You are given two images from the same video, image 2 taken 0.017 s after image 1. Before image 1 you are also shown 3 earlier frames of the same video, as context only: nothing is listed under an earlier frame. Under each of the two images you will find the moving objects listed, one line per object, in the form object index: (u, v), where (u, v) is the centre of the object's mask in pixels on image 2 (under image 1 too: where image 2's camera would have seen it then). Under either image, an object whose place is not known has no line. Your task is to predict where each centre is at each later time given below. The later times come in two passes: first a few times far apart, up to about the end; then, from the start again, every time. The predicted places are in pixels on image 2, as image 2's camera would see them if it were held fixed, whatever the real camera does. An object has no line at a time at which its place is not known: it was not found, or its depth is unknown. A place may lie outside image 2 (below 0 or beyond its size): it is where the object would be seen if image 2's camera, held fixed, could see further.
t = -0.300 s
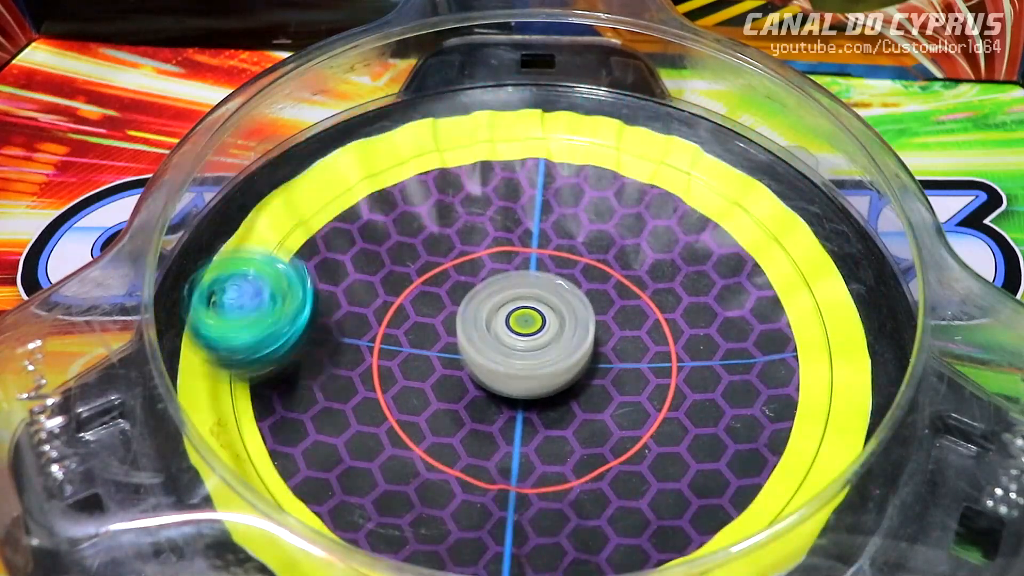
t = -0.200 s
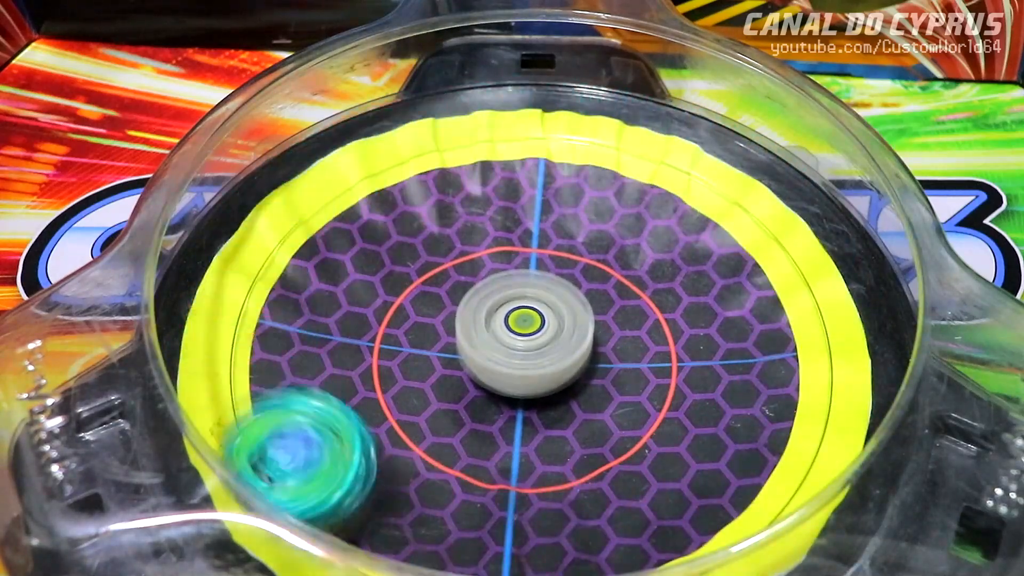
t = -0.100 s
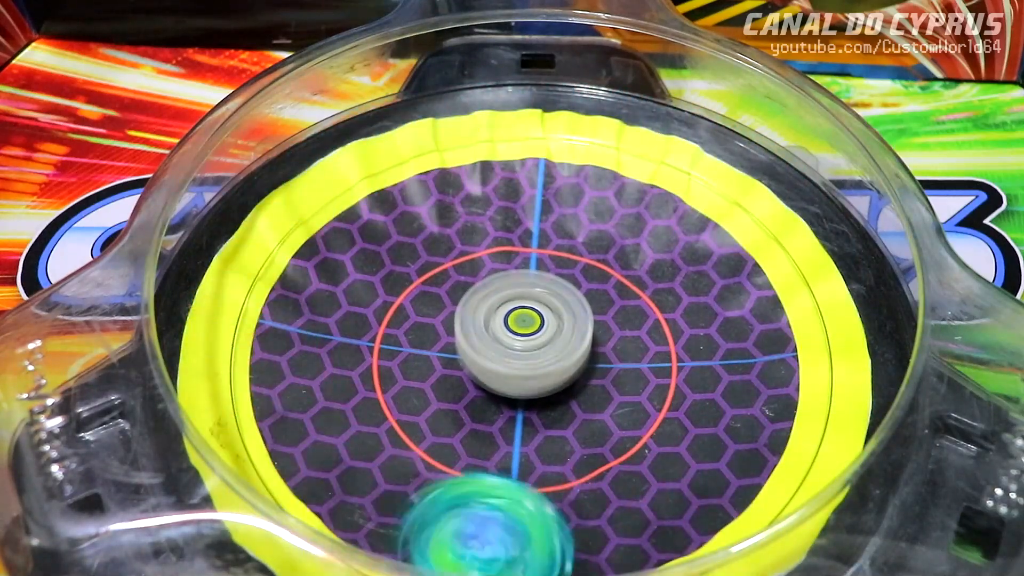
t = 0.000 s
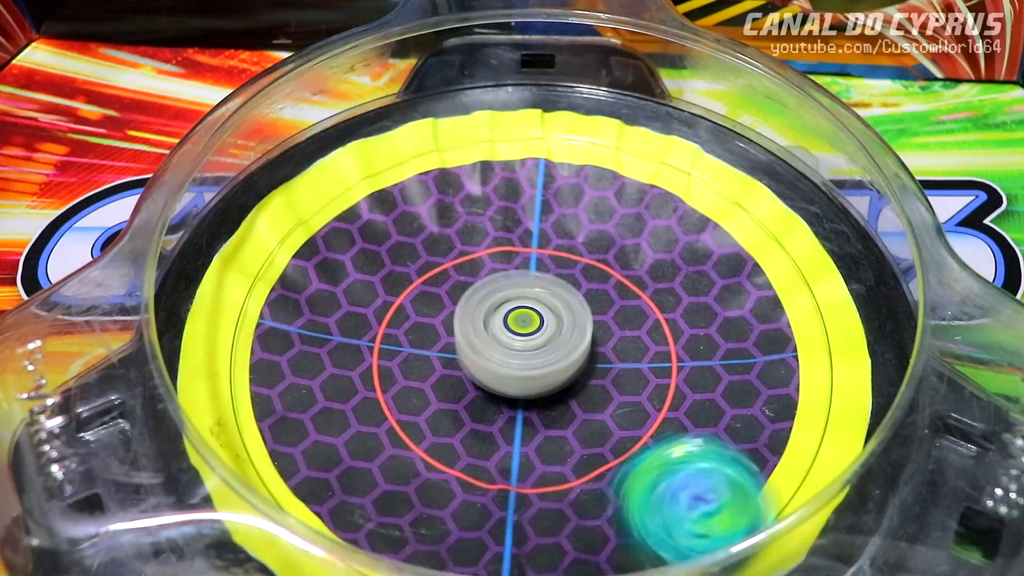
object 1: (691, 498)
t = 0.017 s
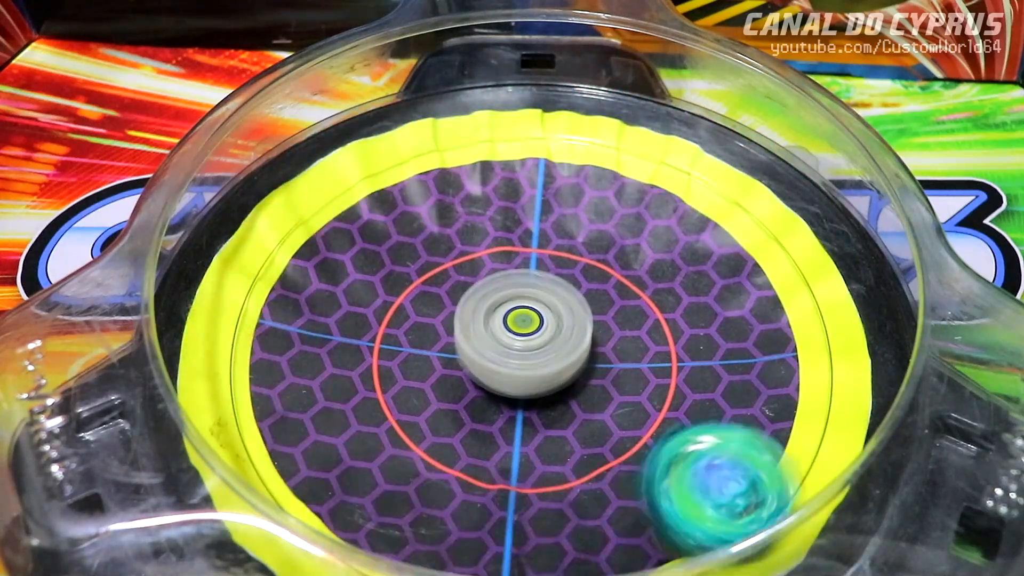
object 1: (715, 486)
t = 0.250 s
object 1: (730, 203)
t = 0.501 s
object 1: (386, 149)
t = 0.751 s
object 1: (310, 449)
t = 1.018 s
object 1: (775, 436)
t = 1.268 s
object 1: (677, 162)
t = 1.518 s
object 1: (334, 201)
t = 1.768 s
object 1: (390, 503)
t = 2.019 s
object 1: (778, 393)
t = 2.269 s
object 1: (607, 152)
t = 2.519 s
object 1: (297, 243)
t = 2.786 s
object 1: (520, 517)
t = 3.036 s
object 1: (776, 306)
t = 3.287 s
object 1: (518, 153)
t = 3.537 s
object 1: (292, 353)
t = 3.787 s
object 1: (618, 505)
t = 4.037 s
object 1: (717, 251)
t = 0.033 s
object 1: (737, 468)
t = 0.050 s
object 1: (757, 451)
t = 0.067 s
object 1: (774, 430)
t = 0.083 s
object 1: (782, 408)
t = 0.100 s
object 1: (791, 384)
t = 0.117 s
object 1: (795, 364)
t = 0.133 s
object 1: (797, 341)
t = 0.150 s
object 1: (794, 318)
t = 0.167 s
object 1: (790, 296)
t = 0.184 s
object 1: (782, 275)
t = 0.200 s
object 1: (773, 256)
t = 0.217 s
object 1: (759, 235)
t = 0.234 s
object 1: (745, 219)
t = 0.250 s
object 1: (730, 203)
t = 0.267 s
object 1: (711, 187)
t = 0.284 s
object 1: (693, 173)
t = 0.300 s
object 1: (673, 160)
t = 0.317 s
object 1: (651, 150)
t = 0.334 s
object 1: (628, 141)
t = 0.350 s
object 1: (606, 135)
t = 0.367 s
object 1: (582, 129)
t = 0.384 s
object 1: (557, 125)
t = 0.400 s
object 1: (533, 122)
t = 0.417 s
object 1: (509, 122)
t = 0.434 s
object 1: (483, 123)
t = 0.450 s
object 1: (457, 127)
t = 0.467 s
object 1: (434, 132)
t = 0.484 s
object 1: (410, 140)
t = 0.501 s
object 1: (386, 149)
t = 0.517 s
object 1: (365, 160)
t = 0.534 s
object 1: (346, 174)
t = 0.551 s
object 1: (327, 186)
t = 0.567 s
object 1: (309, 203)
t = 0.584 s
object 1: (295, 220)
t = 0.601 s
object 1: (280, 240)
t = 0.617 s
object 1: (269, 263)
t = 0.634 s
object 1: (262, 283)
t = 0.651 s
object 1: (257, 306)
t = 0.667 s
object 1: (253, 332)
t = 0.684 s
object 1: (257, 356)
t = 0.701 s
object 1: (265, 380)
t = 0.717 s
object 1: (275, 406)
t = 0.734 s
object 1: (289, 429)
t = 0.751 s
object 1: (310, 449)
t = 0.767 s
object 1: (332, 469)
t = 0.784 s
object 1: (357, 486)
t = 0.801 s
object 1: (385, 499)
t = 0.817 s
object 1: (418, 513)
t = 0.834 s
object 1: (451, 519)
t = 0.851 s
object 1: (482, 524)
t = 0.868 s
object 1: (518, 525)
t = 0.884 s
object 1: (558, 527)
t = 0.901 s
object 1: (593, 524)
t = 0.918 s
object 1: (623, 519)
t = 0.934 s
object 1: (657, 511)
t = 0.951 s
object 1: (687, 499)
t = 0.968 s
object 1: (710, 488)
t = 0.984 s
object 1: (733, 471)
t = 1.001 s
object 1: (756, 455)
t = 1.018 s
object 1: (775, 436)
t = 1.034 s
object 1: (786, 416)
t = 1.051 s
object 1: (796, 393)
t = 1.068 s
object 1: (804, 373)
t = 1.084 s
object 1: (808, 351)
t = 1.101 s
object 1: (805, 329)
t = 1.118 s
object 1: (804, 306)
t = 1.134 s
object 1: (799, 287)
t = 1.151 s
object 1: (791, 266)
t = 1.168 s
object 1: (778, 248)
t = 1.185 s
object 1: (766, 229)
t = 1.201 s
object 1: (752, 213)
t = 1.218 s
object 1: (735, 199)
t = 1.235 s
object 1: (716, 185)
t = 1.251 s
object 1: (699, 173)
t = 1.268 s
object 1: (677, 162)
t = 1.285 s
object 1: (656, 153)
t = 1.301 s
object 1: (632, 145)
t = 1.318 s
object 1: (610, 141)
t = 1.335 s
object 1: (585, 136)
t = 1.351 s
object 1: (561, 133)
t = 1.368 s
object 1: (535, 131)
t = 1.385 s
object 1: (512, 132)
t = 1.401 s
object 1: (487, 135)
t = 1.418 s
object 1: (460, 141)
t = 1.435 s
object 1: (438, 146)
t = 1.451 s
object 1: (415, 156)
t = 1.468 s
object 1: (394, 163)
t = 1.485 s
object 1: (372, 175)
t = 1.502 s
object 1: (354, 187)
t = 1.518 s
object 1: (334, 201)
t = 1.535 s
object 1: (315, 220)
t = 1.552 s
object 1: (301, 237)
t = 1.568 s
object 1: (289, 256)
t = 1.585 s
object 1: (278, 274)
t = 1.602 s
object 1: (269, 298)
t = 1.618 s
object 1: (266, 319)
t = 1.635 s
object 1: (264, 343)
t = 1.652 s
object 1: (265, 367)
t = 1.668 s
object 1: (271, 391)
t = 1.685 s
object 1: (284, 414)
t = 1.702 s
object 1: (297, 437)
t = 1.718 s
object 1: (315, 457)
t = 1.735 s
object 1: (336, 472)
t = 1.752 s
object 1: (365, 492)
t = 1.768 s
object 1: (390, 503)
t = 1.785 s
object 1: (418, 514)
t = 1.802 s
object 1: (447, 520)
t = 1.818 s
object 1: (484, 526)
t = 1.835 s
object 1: (519, 528)
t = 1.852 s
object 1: (551, 527)
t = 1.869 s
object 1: (586, 524)
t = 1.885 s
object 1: (619, 519)
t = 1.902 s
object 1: (647, 514)
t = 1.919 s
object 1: (674, 501)
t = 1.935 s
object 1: (702, 488)
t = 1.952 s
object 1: (724, 473)
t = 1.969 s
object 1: (742, 456)
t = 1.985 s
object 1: (754, 434)
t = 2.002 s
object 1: (769, 415)
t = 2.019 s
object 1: (778, 393)
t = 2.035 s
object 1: (783, 371)
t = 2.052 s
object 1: (783, 349)
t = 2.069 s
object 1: (782, 328)
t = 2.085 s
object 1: (779, 308)
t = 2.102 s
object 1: (773, 286)
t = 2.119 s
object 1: (763, 267)
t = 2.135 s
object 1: (750, 250)
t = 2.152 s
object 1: (737, 232)
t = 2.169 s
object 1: (723, 218)
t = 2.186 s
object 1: (705, 201)
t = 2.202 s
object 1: (689, 189)
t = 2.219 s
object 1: (669, 177)
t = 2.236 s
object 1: (648, 166)
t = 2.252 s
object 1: (627, 157)
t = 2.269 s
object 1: (607, 152)
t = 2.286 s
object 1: (583, 146)
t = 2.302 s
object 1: (558, 141)
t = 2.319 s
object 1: (534, 138)
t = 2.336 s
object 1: (513, 138)
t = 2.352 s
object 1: (489, 140)
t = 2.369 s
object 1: (463, 143)
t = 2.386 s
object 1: (441, 147)
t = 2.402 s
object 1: (420, 153)
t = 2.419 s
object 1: (399, 161)
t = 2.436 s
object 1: (375, 171)
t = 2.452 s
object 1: (358, 182)
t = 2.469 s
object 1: (342, 194)
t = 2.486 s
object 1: (324, 209)
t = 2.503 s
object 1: (309, 226)
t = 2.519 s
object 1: (297, 243)
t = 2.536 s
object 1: (287, 263)
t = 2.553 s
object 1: (278, 283)
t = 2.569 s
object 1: (273, 307)
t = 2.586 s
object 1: (273, 328)
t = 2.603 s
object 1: (276, 352)
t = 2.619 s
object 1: (279, 375)
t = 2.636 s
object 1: (289, 397)
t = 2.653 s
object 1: (307, 419)
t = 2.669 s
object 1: (322, 440)
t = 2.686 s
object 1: (340, 459)
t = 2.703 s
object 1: (366, 475)
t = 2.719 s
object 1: (395, 489)
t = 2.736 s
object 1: (423, 501)
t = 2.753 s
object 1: (452, 509)
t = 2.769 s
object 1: (484, 512)
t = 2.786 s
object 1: (520, 517)
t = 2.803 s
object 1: (553, 515)
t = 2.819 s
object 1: (581, 513)
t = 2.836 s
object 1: (615, 504)
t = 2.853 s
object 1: (645, 501)
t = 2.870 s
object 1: (673, 489)
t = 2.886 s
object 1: (693, 478)
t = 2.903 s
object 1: (715, 460)
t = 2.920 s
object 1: (735, 445)
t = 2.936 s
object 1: (752, 425)
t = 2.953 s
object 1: (761, 406)
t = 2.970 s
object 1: (771, 385)
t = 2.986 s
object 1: (777, 366)
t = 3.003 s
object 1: (780, 346)
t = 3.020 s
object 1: (779, 327)
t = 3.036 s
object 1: (776, 306)
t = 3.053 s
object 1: (772, 288)
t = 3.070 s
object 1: (764, 269)
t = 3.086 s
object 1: (753, 252)
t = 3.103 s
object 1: (740, 236)
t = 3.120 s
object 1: (726, 221)
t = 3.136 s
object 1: (711, 207)
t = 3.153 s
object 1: (695, 195)
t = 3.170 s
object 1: (674, 183)
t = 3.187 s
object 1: (655, 174)
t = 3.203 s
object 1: (634, 166)
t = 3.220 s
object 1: (612, 159)
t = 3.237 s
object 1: (588, 155)
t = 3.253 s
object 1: (566, 153)
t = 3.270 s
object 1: (543, 151)
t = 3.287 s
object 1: (518, 153)
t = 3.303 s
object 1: (494, 156)
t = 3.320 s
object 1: (471, 160)
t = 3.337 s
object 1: (448, 166)
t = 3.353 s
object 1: (426, 173)
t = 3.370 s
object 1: (405, 182)
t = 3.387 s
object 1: (386, 192)
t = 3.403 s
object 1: (368, 207)
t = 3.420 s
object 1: (351, 220)
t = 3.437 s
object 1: (334, 236)
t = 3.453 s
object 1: (321, 253)
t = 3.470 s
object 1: (311, 271)
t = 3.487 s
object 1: (301, 291)
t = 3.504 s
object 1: (294, 312)
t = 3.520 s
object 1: (293, 332)
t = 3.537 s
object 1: (292, 353)
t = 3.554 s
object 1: (295, 375)
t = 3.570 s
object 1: (302, 393)
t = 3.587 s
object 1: (317, 404)
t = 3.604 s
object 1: (338, 417)
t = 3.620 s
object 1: (377, 451)
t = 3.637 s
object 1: (395, 476)
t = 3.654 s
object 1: (411, 488)
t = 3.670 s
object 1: (427, 501)
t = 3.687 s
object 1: (446, 507)
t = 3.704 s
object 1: (466, 512)
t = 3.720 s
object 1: (497, 515)
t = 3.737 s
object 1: (530, 517)
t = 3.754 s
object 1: (560, 517)
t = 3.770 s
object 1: (588, 512)
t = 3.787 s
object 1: (618, 505)
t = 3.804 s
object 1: (645, 499)
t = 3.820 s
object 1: (670, 487)
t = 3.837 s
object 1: (689, 472)
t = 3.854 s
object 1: (708, 456)
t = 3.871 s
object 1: (724, 439)
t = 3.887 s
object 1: (738, 419)
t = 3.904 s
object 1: (744, 400)
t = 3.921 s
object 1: (751, 380)
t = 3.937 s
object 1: (754, 361)
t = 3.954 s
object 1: (754, 342)
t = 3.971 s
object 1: (750, 322)
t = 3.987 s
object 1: (745, 302)
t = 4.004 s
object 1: (739, 284)
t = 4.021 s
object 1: (730, 267)
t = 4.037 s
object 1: (717, 251)
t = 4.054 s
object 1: (704, 235)
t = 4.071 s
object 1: (690, 221)
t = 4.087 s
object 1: (674, 209)
